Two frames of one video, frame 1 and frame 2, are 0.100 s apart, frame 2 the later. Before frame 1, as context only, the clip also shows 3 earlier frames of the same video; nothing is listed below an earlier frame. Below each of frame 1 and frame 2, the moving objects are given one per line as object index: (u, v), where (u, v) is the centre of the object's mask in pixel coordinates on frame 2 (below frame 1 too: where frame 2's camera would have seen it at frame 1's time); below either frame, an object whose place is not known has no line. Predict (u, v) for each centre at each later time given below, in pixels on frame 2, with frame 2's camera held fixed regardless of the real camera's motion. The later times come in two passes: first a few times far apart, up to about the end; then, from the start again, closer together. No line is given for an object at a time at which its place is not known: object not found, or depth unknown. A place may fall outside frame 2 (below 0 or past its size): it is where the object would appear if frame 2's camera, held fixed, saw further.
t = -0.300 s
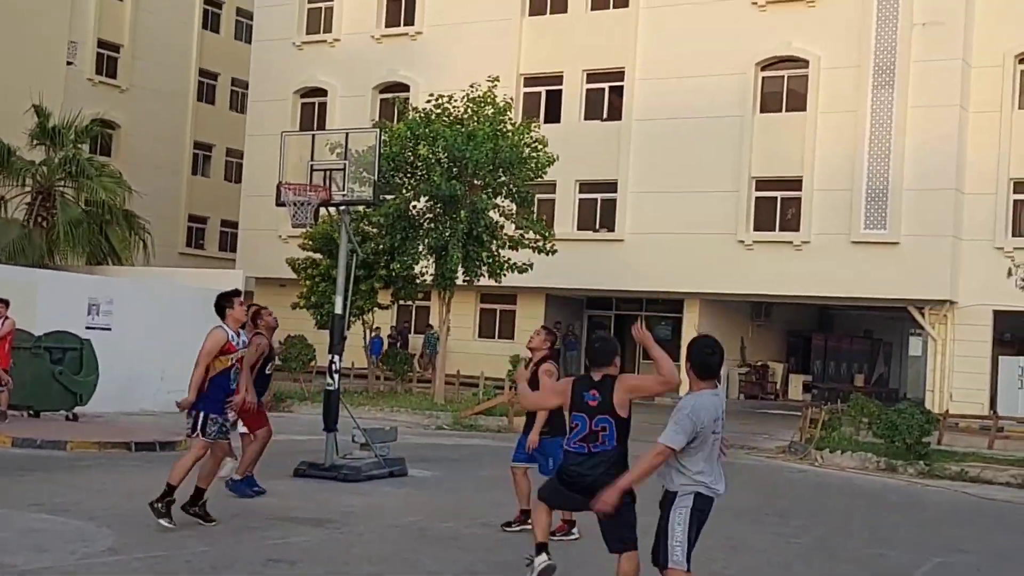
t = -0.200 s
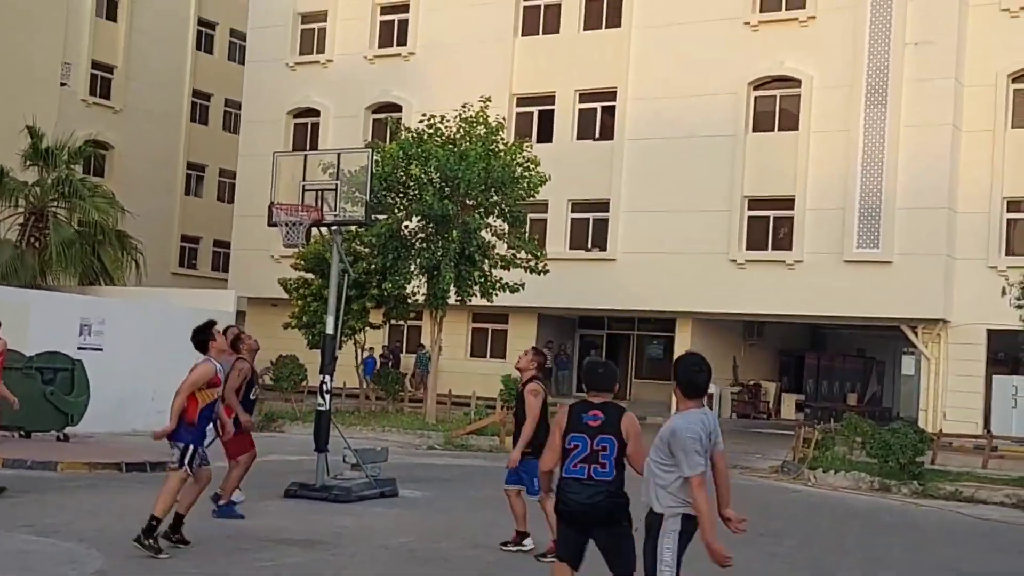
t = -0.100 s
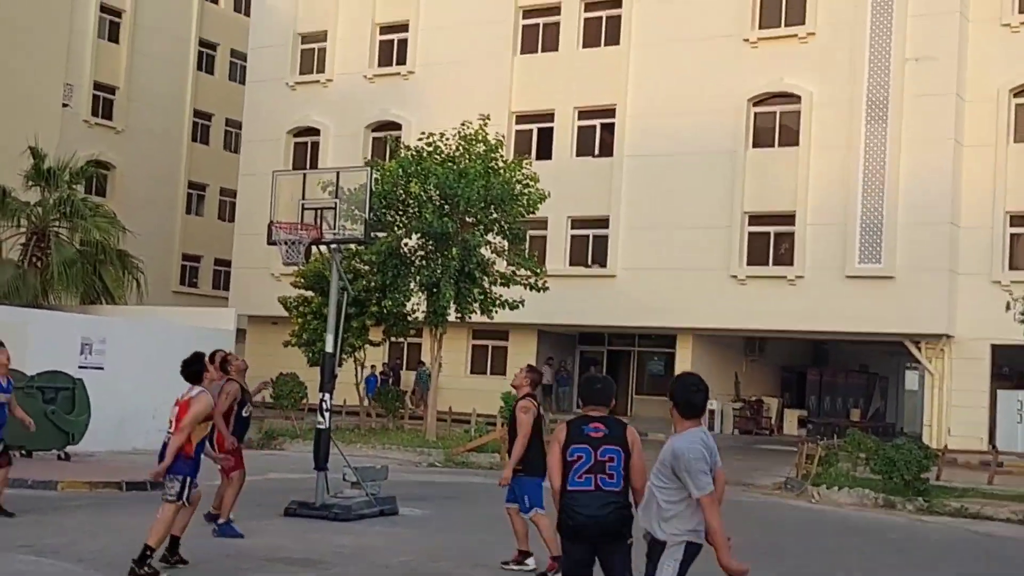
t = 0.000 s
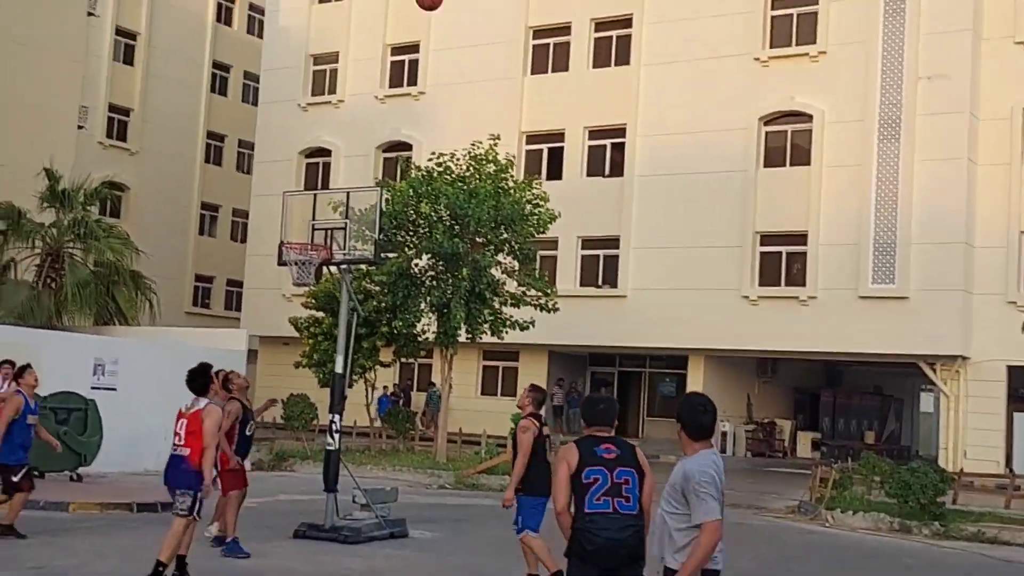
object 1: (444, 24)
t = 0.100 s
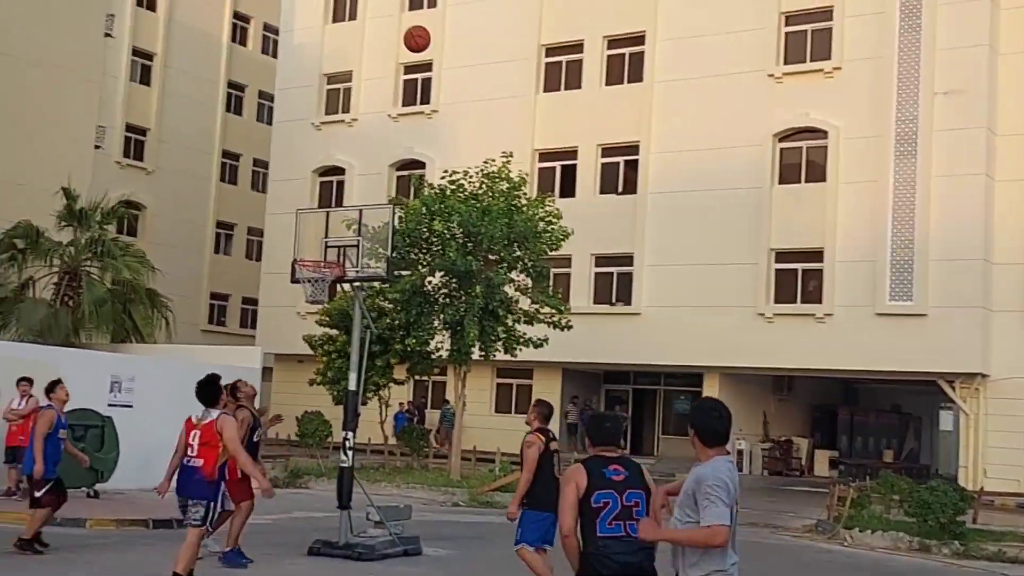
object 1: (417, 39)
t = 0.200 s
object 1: (393, 72)
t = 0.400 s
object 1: (350, 161)
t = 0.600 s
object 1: (313, 253)
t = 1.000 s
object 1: (245, 299)
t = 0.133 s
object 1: (408, 49)
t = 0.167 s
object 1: (401, 60)
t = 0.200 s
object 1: (393, 72)
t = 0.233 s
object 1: (385, 84)
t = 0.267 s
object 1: (377, 98)
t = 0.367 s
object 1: (357, 145)
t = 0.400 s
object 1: (350, 161)
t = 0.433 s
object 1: (343, 179)
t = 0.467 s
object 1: (336, 197)
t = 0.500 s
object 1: (329, 216)
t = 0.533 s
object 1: (323, 234)
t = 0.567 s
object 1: (317, 254)
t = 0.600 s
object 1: (313, 253)
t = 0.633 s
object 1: (308, 251)
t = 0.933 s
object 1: (255, 278)
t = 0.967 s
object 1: (252, 288)
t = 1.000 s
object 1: (245, 299)
